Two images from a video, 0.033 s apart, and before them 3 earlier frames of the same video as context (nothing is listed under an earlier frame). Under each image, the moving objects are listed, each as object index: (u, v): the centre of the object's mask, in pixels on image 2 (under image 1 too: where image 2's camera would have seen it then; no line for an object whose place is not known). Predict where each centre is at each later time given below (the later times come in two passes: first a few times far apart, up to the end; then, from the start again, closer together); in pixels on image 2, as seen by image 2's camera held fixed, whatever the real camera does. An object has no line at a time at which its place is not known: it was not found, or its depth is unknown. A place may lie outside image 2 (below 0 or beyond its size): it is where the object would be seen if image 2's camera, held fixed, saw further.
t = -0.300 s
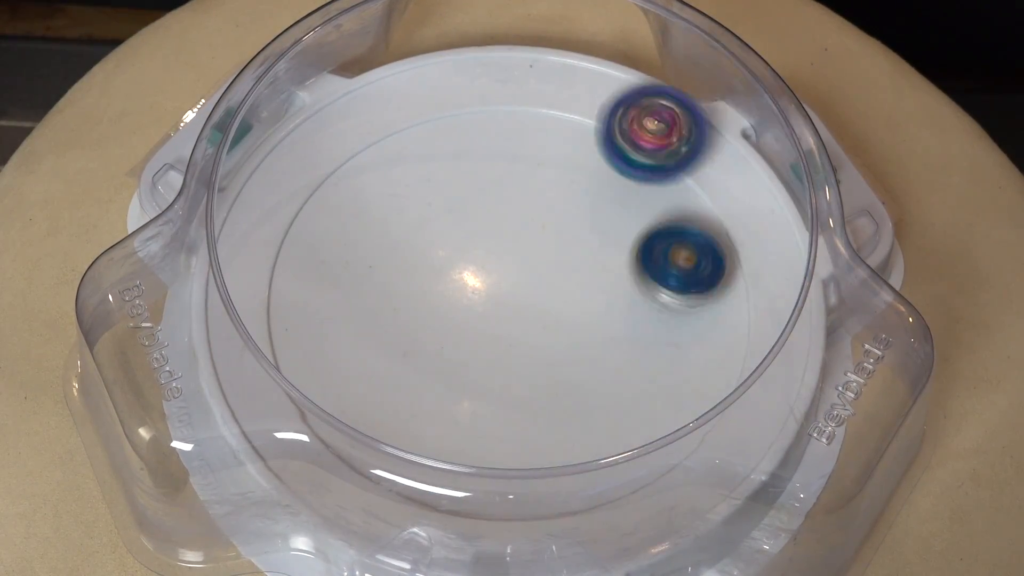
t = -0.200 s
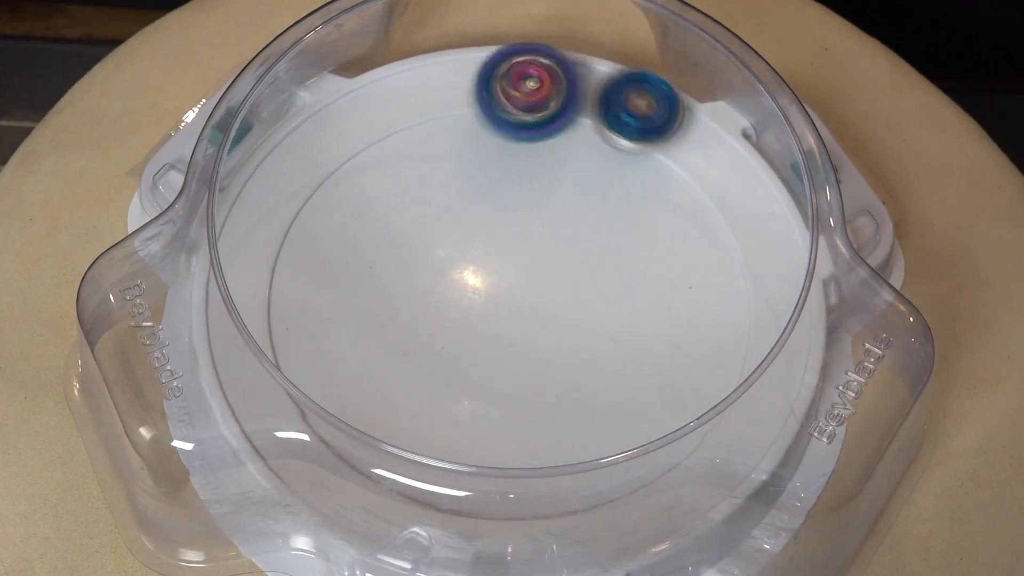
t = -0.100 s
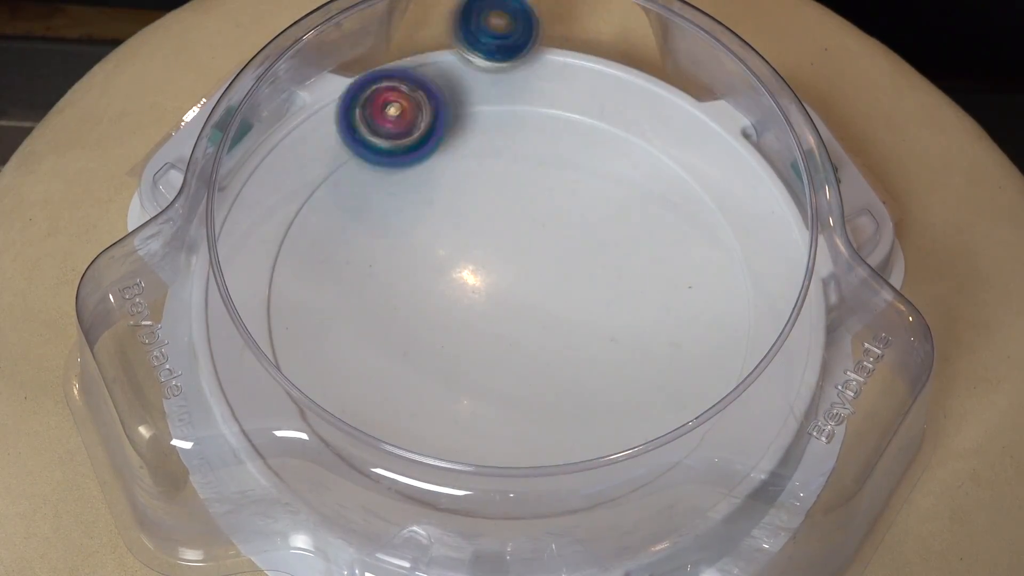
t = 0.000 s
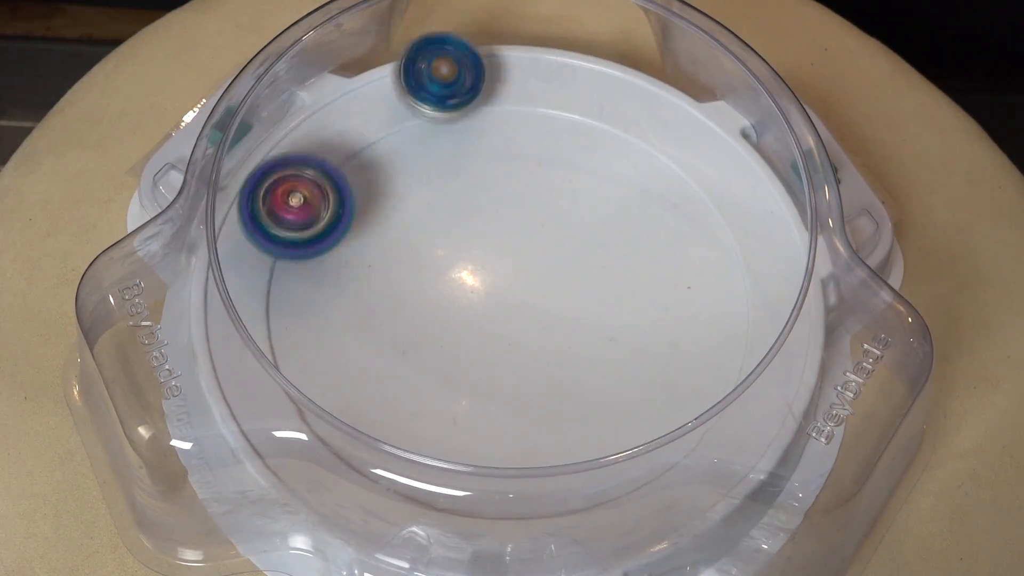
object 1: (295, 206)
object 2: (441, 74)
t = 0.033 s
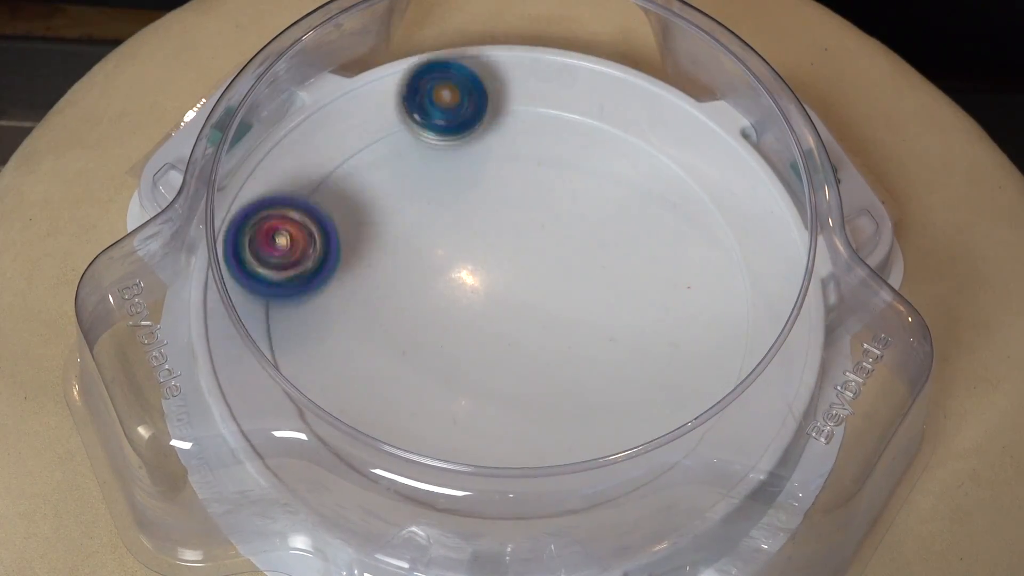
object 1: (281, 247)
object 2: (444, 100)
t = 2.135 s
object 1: (315, 212)
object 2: (674, 429)
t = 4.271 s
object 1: (578, 77)
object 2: (428, 192)
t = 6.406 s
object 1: (547, 259)
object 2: (501, 429)
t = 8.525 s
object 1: (469, 266)
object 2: (526, 426)
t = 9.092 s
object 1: (560, 203)
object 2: (413, 271)
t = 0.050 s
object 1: (279, 268)
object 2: (445, 117)
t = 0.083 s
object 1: (286, 308)
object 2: (445, 146)
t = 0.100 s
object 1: (294, 327)
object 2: (443, 162)
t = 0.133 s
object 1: (302, 371)
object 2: (440, 192)
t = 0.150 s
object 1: (314, 390)
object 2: (438, 206)
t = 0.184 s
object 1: (349, 423)
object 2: (441, 236)
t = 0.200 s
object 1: (371, 439)
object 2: (445, 249)
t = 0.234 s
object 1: (414, 468)
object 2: (458, 275)
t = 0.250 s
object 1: (440, 474)
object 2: (466, 288)
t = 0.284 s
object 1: (494, 485)
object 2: (489, 310)
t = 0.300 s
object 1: (521, 486)
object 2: (502, 319)
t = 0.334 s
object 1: (577, 476)
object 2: (533, 334)
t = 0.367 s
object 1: (628, 460)
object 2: (564, 340)
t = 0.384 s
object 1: (649, 444)
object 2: (582, 342)
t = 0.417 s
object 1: (687, 412)
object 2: (615, 336)
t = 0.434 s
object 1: (703, 395)
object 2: (630, 330)
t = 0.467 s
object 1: (727, 357)
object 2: (655, 309)
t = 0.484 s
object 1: (730, 335)
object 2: (664, 293)
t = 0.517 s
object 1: (743, 307)
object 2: (685, 248)
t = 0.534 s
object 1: (748, 295)
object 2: (691, 229)
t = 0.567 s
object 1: (754, 268)
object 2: (701, 189)
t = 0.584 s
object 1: (755, 254)
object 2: (695, 171)
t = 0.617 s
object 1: (754, 229)
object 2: (653, 146)
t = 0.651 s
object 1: (748, 204)
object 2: (611, 125)
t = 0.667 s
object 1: (743, 193)
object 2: (593, 115)
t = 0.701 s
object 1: (730, 172)
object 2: (551, 101)
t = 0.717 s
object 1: (721, 163)
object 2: (531, 97)
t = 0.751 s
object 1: (702, 148)
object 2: (492, 98)
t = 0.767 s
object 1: (690, 142)
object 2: (470, 104)
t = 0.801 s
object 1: (665, 132)
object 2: (435, 119)
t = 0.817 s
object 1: (647, 134)
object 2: (419, 131)
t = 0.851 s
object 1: (606, 144)
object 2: (390, 163)
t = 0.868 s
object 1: (584, 150)
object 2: (379, 180)
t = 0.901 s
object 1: (540, 164)
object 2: (362, 228)
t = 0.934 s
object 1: (495, 183)
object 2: (359, 271)
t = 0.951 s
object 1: (474, 194)
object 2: (364, 293)
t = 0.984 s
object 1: (432, 216)
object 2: (379, 344)
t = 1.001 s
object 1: (412, 229)
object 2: (391, 365)
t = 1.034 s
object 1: (376, 254)
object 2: (426, 406)
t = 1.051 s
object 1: (360, 267)
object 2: (446, 419)
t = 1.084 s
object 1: (333, 295)
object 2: (493, 437)
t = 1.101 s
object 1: (322, 310)
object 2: (518, 456)
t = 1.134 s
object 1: (310, 335)
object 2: (576, 474)
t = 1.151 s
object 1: (310, 345)
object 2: (603, 475)
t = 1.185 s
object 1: (298, 378)
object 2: (649, 451)
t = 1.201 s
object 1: (300, 392)
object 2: (669, 434)
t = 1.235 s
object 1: (326, 409)
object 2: (706, 399)
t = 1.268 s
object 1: (360, 422)
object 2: (736, 357)
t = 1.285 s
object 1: (378, 427)
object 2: (744, 334)
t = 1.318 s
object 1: (418, 438)
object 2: (778, 304)
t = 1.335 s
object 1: (443, 428)
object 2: (785, 285)
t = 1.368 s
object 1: (481, 432)
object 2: (771, 255)
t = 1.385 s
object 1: (501, 433)
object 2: (766, 242)
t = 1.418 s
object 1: (541, 429)
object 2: (743, 218)
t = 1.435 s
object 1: (560, 425)
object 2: (728, 207)
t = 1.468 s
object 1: (597, 415)
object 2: (695, 192)
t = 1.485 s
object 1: (612, 407)
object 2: (678, 184)
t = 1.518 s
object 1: (638, 390)
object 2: (635, 175)
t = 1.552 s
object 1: (658, 369)
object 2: (585, 172)
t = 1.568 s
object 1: (667, 357)
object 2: (560, 174)
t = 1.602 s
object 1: (677, 334)
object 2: (508, 182)
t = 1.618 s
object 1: (679, 321)
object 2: (481, 190)
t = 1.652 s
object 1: (678, 296)
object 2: (432, 211)
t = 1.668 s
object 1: (675, 284)
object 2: (410, 222)
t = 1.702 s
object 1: (663, 259)
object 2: (371, 249)
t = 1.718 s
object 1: (654, 248)
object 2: (355, 266)
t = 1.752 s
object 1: (637, 227)
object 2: (330, 299)
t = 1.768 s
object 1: (626, 216)
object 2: (321, 320)
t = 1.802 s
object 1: (601, 198)
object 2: (313, 360)
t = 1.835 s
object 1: (571, 183)
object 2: (315, 401)
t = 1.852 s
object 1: (555, 176)
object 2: (326, 418)
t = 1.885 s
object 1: (522, 166)
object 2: (361, 452)
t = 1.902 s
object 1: (506, 162)
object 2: (379, 467)
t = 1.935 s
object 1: (474, 158)
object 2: (415, 495)
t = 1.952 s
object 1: (457, 157)
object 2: (436, 508)
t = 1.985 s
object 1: (425, 157)
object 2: (486, 507)
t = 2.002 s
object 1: (409, 159)
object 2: (512, 505)
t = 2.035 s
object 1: (378, 167)
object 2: (562, 497)
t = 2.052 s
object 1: (365, 173)
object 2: (586, 491)
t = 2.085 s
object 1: (343, 186)
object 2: (627, 472)
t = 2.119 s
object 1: (324, 203)
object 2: (659, 444)
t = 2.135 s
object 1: (315, 212)
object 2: (674, 429)
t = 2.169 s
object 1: (303, 233)
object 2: (693, 394)
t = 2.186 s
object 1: (299, 246)
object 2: (696, 374)
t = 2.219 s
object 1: (297, 270)
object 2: (704, 337)
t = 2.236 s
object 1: (299, 283)
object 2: (702, 316)
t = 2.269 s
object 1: (306, 308)
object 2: (690, 274)
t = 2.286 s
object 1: (312, 320)
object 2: (681, 253)
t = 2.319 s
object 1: (328, 345)
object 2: (653, 217)
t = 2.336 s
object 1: (339, 357)
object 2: (636, 199)
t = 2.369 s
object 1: (366, 378)
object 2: (595, 170)
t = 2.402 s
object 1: (399, 394)
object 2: (550, 147)
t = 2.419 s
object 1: (415, 399)
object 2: (526, 139)
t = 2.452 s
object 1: (451, 409)
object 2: (477, 128)
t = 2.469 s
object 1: (471, 412)
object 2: (452, 127)
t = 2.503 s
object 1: (510, 411)
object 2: (403, 129)
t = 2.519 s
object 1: (529, 408)
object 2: (378, 133)
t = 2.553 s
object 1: (563, 397)
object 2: (335, 149)
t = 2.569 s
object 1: (580, 392)
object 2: (323, 168)
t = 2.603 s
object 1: (612, 375)
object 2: (303, 212)
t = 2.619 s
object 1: (626, 365)
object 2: (293, 233)
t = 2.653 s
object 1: (648, 341)
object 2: (278, 276)
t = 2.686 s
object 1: (666, 317)
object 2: (283, 317)
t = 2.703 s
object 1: (673, 304)
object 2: (293, 342)
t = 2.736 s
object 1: (682, 275)
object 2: (321, 387)
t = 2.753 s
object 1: (683, 263)
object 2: (339, 406)
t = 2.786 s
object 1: (685, 237)
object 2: (377, 438)
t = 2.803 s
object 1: (683, 224)
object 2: (400, 451)
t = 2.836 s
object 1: (674, 199)
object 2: (446, 469)
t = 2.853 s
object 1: (669, 189)
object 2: (471, 473)
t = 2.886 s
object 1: (655, 169)
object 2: (520, 473)
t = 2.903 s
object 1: (646, 159)
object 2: (544, 469)
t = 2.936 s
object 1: (623, 145)
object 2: (590, 453)
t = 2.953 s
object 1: (613, 140)
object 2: (612, 441)
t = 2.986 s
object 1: (588, 130)
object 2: (645, 407)
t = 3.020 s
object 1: (559, 126)
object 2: (674, 374)
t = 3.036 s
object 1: (546, 127)
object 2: (683, 353)
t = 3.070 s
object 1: (518, 128)
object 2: (693, 309)
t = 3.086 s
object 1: (503, 130)
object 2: (694, 286)
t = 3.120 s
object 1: (475, 141)
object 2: (687, 241)
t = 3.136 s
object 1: (463, 147)
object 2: (680, 218)
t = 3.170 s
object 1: (437, 160)
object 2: (658, 177)
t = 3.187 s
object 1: (424, 170)
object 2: (644, 159)
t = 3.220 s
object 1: (406, 193)
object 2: (609, 126)
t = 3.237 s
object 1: (399, 205)
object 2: (590, 112)
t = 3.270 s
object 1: (384, 231)
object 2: (549, 91)
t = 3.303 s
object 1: (379, 261)
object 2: (499, 93)
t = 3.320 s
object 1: (378, 276)
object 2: (474, 96)
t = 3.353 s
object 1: (379, 304)
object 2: (426, 103)
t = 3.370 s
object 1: (382, 320)
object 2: (403, 114)
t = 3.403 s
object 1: (395, 348)
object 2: (361, 137)
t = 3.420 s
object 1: (403, 361)
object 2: (342, 151)
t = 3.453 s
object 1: (421, 386)
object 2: (310, 189)
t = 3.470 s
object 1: (433, 397)
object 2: (297, 211)
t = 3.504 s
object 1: (460, 413)
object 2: (283, 254)
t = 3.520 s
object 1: (473, 418)
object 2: (280, 277)
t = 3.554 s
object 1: (503, 426)
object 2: (287, 320)
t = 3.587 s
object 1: (532, 429)
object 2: (305, 364)
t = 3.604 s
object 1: (546, 429)
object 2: (322, 383)
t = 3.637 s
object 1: (577, 437)
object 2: (357, 418)
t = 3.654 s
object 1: (588, 424)
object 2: (378, 431)
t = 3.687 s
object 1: (612, 418)
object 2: (428, 453)
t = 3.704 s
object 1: (625, 412)
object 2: (455, 458)
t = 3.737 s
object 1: (644, 401)
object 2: (510, 461)
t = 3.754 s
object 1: (653, 394)
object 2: (537, 458)
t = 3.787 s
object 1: (676, 374)
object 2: (583, 447)
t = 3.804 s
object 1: (691, 358)
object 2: (594, 440)
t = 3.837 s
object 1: (717, 328)
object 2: (613, 423)
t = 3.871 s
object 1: (731, 296)
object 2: (637, 402)
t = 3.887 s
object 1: (738, 280)
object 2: (649, 390)
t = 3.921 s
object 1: (736, 250)
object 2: (667, 358)
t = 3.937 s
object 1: (730, 238)
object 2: (672, 340)
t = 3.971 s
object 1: (717, 214)
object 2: (677, 305)
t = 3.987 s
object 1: (712, 195)
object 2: (671, 295)
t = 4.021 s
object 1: (703, 161)
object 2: (655, 277)
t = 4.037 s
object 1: (694, 146)
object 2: (645, 268)
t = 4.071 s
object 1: (677, 122)
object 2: (624, 244)
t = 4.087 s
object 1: (670, 112)
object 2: (611, 233)
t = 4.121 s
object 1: (651, 96)
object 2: (581, 212)
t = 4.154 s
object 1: (634, 84)
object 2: (550, 196)
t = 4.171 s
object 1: (626, 80)
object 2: (535, 190)
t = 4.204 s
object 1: (611, 75)
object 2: (500, 183)
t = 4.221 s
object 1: (601, 74)
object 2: (480, 183)
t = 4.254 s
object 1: (587, 76)
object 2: (445, 188)
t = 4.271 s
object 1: (578, 77)
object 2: (428, 192)
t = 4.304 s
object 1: (563, 84)
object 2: (397, 208)
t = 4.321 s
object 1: (555, 88)
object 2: (383, 218)
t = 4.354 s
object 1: (538, 104)
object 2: (358, 244)
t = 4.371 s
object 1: (531, 111)
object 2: (350, 257)
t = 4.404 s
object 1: (512, 130)
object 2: (339, 288)
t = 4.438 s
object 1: (498, 150)
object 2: (339, 322)
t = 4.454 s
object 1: (490, 161)
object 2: (343, 338)
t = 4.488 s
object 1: (478, 185)
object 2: (357, 370)
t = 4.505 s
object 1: (472, 197)
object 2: (368, 384)
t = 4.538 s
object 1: (462, 223)
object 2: (397, 406)
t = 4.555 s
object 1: (459, 235)
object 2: (414, 415)
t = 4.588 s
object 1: (453, 261)
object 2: (451, 427)
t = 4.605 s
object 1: (452, 272)
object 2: (471, 431)
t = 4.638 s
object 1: (451, 296)
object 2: (511, 433)
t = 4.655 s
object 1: (452, 307)
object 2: (530, 432)
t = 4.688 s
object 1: (455, 329)
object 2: (569, 423)
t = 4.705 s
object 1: (458, 339)
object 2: (586, 416)
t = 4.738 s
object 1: (465, 357)
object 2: (620, 391)
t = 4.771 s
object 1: (474, 374)
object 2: (644, 360)
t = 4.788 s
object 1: (479, 380)
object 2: (652, 344)
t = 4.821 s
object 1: (489, 393)
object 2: (662, 308)
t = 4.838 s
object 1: (495, 397)
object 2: (663, 291)
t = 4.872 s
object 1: (506, 406)
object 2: (660, 254)
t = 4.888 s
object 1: (513, 408)
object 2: (654, 237)
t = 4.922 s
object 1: (524, 412)
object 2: (636, 206)
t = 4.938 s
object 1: (531, 413)
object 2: (624, 190)
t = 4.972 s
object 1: (540, 412)
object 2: (598, 168)
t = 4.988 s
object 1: (546, 411)
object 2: (583, 159)
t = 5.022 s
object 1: (554, 406)
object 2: (547, 146)
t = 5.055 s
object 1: (563, 400)
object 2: (512, 138)
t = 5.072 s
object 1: (565, 396)
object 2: (494, 135)
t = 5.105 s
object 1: (570, 388)
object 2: (456, 138)
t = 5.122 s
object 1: (571, 383)
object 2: (439, 142)
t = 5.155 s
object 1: (573, 374)
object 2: (403, 155)
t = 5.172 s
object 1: (571, 369)
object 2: (388, 164)
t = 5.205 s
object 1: (570, 359)
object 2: (362, 185)
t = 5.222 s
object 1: (567, 354)
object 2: (352, 198)
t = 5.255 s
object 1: (562, 344)
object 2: (336, 229)
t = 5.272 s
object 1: (558, 339)
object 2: (330, 243)
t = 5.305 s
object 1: (550, 329)
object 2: (327, 280)
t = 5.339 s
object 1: (539, 320)
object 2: (335, 317)
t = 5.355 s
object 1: (535, 315)
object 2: (341, 333)
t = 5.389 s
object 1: (522, 307)
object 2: (361, 366)
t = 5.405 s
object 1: (517, 302)
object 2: (375, 380)
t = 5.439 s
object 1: (504, 295)
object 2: (407, 402)
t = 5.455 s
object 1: (499, 291)
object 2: (425, 412)
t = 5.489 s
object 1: (486, 285)
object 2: (468, 424)
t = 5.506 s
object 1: (481, 281)
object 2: (490, 427)
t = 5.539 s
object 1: (468, 276)
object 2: (534, 426)
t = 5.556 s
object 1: (463, 274)
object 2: (557, 424)
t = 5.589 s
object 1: (452, 270)
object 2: (597, 411)
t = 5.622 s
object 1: (443, 266)
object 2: (632, 390)
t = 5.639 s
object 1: (440, 265)
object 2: (645, 376)
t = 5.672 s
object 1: (433, 263)
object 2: (667, 346)
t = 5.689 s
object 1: (430, 263)
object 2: (676, 330)
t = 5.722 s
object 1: (425, 262)
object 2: (684, 294)
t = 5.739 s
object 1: (424, 263)
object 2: (684, 277)
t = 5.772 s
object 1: (421, 263)
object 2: (678, 243)
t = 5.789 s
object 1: (421, 264)
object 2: (671, 228)
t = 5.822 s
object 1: (421, 264)
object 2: (651, 198)
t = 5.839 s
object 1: (422, 266)
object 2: (640, 186)
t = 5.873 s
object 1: (424, 267)
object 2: (615, 165)
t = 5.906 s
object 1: (429, 267)
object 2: (583, 151)
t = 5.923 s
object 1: (430, 268)
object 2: (565, 147)
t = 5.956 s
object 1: (436, 269)
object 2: (530, 140)
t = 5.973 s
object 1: (438, 269)
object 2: (512, 139)
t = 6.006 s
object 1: (446, 269)
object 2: (474, 143)
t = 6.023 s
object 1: (449, 270)
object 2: (455, 147)
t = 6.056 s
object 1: (458, 269)
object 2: (421, 162)
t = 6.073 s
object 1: (462, 270)
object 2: (407, 171)
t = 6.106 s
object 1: (472, 269)
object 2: (380, 195)
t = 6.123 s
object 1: (476, 269)
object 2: (369, 207)
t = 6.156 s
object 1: (486, 267)
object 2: (356, 237)
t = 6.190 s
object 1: (496, 266)
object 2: (350, 270)
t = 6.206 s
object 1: (500, 266)
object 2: (349, 288)
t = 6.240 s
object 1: (509, 264)
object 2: (355, 324)
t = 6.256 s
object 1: (513, 264)
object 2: (362, 342)
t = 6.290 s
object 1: (522, 262)
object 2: (382, 372)
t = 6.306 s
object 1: (525, 262)
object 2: (396, 387)
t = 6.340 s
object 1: (533, 260)
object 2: (425, 407)
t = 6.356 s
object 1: (537, 261)
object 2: (442, 416)
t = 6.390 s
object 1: (543, 259)
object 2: (481, 425)
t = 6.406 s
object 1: (547, 259)
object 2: (501, 429)
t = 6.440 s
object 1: (551, 258)
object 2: (543, 429)
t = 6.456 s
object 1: (555, 258)
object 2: (564, 426)
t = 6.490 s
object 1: (558, 259)
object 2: (601, 415)
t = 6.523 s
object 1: (561, 259)
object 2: (631, 399)
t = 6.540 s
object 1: (563, 260)
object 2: (644, 387)
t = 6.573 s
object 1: (564, 260)
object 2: (662, 361)
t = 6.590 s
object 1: (566, 262)
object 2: (669, 348)
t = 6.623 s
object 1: (566, 264)
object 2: (675, 322)
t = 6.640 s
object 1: (567, 265)
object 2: (676, 309)
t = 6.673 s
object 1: (558, 263)
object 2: (684, 287)
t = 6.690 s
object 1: (539, 256)
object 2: (704, 280)
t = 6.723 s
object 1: (503, 246)
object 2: (735, 267)
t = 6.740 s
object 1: (484, 241)
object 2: (743, 259)
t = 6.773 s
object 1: (453, 233)
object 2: (719, 244)
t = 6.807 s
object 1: (428, 228)
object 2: (695, 234)
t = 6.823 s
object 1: (417, 228)
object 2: (683, 227)
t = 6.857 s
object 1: (398, 228)
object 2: (661, 214)
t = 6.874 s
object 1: (392, 229)
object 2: (650, 209)
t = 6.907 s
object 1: (380, 234)
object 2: (627, 198)
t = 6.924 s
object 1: (376, 237)
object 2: (616, 194)
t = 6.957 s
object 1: (370, 246)
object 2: (590, 194)
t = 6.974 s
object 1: (367, 250)
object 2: (578, 195)
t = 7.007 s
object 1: (366, 260)
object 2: (554, 204)
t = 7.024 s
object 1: (366, 265)
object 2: (542, 209)
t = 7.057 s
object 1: (368, 276)
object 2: (523, 225)
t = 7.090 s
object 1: (372, 285)
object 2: (506, 244)
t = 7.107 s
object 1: (375, 290)
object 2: (499, 256)
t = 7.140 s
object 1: (383, 299)
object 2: (489, 277)
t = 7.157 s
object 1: (387, 302)
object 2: (487, 288)
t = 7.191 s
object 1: (387, 308)
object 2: (491, 313)
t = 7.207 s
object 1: (386, 311)
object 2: (496, 324)
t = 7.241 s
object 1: (388, 316)
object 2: (505, 347)
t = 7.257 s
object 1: (390, 319)
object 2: (511, 357)
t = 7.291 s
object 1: (394, 323)
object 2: (525, 374)
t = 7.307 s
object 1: (398, 324)
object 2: (532, 383)
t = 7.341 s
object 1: (406, 328)
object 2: (549, 395)
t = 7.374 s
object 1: (415, 330)
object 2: (567, 405)
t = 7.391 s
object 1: (419, 329)
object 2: (576, 409)
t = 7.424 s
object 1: (430, 329)
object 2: (595, 412)
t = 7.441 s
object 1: (434, 330)
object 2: (605, 412)
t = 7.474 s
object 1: (444, 328)
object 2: (625, 410)
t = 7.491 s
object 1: (451, 327)
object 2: (633, 408)
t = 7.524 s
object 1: (461, 324)
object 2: (652, 401)
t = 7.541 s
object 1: (466, 321)
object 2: (661, 395)
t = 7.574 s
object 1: (476, 316)
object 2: (675, 383)
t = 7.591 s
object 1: (481, 315)
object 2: (682, 375)
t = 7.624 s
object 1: (490, 310)
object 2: (685, 355)
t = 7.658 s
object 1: (500, 304)
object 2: (682, 333)
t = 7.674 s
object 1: (505, 302)
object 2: (675, 323)
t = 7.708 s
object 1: (513, 296)
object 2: (661, 306)
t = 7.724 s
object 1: (516, 293)
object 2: (651, 298)
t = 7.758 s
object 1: (521, 286)
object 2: (632, 284)
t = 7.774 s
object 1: (513, 281)
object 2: (631, 279)
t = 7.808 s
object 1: (492, 274)
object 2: (625, 271)
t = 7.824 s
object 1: (483, 270)
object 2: (619, 269)
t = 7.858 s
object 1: (469, 262)
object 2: (600, 265)
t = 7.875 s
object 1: (461, 260)
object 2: (590, 264)
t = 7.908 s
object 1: (450, 256)
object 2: (566, 263)
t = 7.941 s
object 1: (435, 247)
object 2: (546, 267)
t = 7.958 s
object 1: (426, 245)
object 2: (537, 271)
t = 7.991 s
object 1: (412, 241)
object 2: (519, 276)
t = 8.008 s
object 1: (406, 239)
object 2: (508, 282)
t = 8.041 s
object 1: (398, 238)
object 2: (492, 290)
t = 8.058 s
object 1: (396, 239)
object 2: (482, 296)
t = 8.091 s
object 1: (390, 239)
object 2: (467, 307)
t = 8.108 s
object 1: (387, 238)
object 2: (461, 314)
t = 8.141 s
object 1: (383, 239)
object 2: (450, 329)
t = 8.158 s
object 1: (383, 240)
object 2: (443, 336)
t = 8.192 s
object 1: (382, 242)
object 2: (434, 351)
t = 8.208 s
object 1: (382, 242)
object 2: (430, 359)
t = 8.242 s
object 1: (385, 245)
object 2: (426, 373)
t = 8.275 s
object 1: (390, 247)
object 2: (426, 387)
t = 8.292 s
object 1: (393, 250)
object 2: (426, 393)
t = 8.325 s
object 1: (401, 253)
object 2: (430, 407)
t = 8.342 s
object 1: (404, 253)
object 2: (434, 412)
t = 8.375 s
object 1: (413, 256)
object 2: (444, 421)
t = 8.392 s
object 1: (419, 258)
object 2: (451, 425)
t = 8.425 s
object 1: (431, 261)
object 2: (468, 430)
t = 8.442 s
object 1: (435, 261)
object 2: (477, 432)
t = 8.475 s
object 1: (448, 263)
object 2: (496, 433)
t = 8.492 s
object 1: (456, 265)
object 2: (506, 432)
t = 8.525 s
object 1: (469, 266)
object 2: (526, 426)
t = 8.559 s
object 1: (482, 268)
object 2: (542, 414)
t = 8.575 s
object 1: (488, 268)
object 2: (548, 404)
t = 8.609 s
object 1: (500, 270)
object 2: (557, 387)
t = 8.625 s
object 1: (507, 271)
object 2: (560, 376)
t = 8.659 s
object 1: (518, 266)
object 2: (564, 362)
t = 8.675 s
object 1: (520, 255)
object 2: (566, 358)
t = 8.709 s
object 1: (526, 237)
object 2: (569, 357)
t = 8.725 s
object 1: (530, 227)
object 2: (569, 354)
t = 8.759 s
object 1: (535, 214)
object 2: (563, 344)
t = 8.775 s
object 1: (537, 211)
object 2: (560, 339)
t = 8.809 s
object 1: (541, 203)
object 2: (551, 325)
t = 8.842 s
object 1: (543, 199)
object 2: (541, 310)
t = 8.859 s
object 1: (543, 199)
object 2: (534, 303)
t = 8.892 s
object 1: (546, 195)
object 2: (518, 293)
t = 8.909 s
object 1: (549, 193)
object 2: (510, 291)
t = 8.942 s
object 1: (552, 190)
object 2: (492, 284)
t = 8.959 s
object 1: (553, 190)
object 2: (484, 280)
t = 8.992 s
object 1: (555, 191)
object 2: (465, 274)
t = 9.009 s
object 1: (555, 191)
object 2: (455, 272)
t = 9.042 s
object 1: (556, 195)
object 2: (437, 269)
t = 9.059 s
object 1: (558, 197)
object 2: (428, 270)
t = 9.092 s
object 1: (560, 203)
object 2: (413, 271)
